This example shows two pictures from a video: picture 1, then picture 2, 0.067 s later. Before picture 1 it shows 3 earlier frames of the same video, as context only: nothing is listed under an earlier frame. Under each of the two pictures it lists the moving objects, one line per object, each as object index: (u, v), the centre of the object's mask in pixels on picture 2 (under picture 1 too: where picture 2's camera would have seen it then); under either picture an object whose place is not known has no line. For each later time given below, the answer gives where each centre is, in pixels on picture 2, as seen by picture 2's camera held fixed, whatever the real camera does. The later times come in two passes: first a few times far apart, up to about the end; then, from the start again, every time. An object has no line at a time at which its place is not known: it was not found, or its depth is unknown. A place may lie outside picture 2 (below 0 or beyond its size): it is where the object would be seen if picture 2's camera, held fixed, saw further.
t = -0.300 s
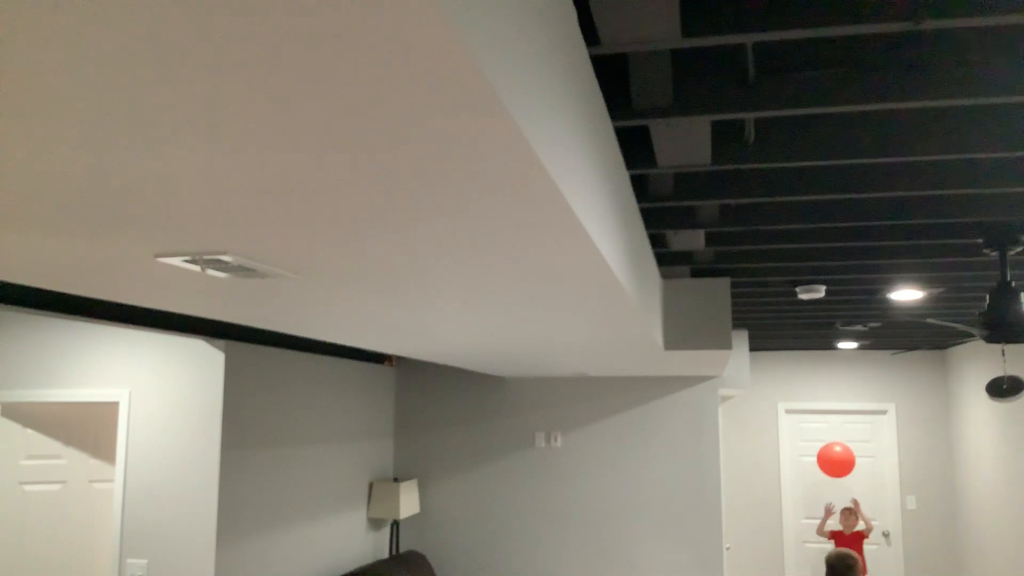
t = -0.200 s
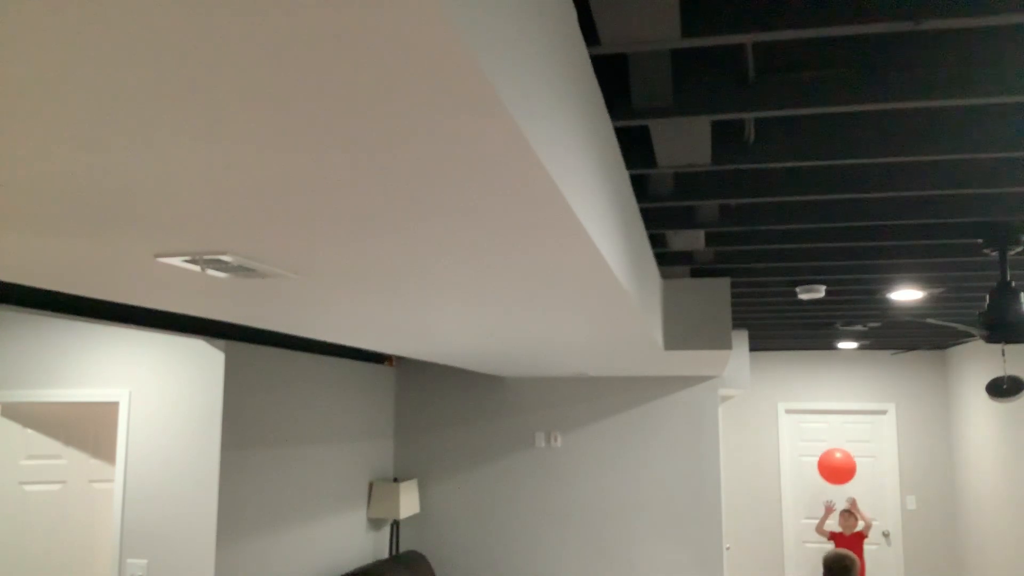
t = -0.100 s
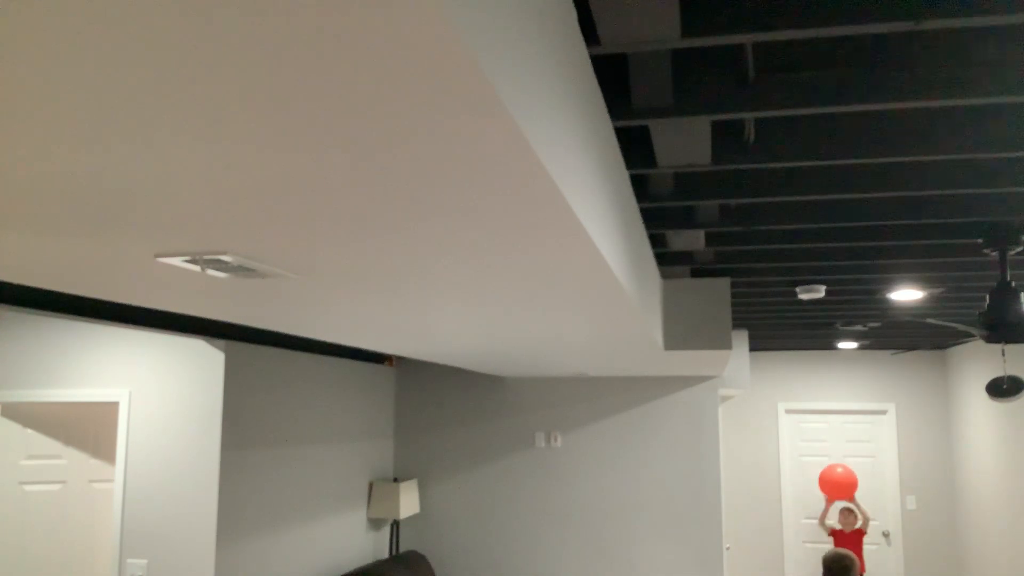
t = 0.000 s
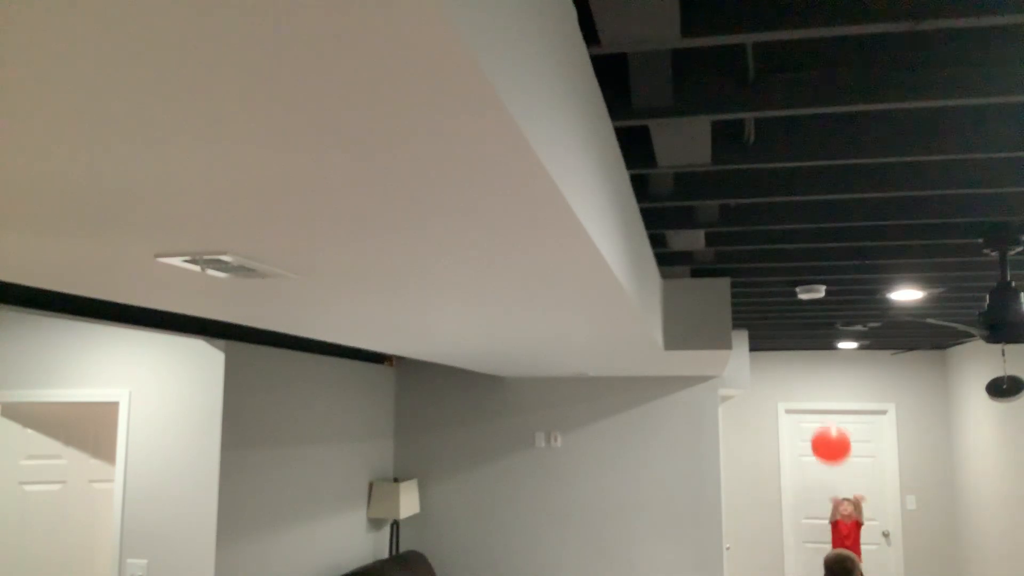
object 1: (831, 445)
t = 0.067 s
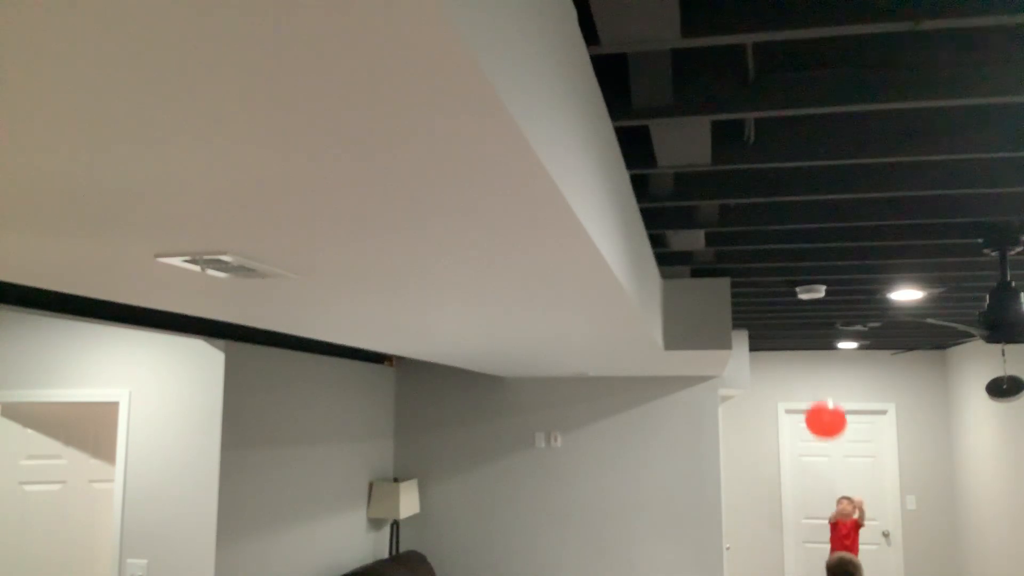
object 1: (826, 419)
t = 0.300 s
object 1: (806, 364)
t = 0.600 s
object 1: (777, 395)
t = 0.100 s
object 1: (823, 408)
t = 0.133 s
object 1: (820, 398)
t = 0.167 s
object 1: (817, 388)
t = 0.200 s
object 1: (815, 380)
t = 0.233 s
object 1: (812, 374)
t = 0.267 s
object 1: (809, 368)
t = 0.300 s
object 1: (806, 364)
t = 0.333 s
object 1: (804, 362)
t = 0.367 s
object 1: (801, 360)
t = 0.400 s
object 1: (798, 360)
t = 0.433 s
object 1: (794, 362)
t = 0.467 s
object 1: (791, 365)
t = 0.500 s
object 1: (788, 370)
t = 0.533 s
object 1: (784, 376)
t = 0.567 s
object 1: (781, 385)
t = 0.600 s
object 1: (777, 395)
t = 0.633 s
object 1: (774, 408)
